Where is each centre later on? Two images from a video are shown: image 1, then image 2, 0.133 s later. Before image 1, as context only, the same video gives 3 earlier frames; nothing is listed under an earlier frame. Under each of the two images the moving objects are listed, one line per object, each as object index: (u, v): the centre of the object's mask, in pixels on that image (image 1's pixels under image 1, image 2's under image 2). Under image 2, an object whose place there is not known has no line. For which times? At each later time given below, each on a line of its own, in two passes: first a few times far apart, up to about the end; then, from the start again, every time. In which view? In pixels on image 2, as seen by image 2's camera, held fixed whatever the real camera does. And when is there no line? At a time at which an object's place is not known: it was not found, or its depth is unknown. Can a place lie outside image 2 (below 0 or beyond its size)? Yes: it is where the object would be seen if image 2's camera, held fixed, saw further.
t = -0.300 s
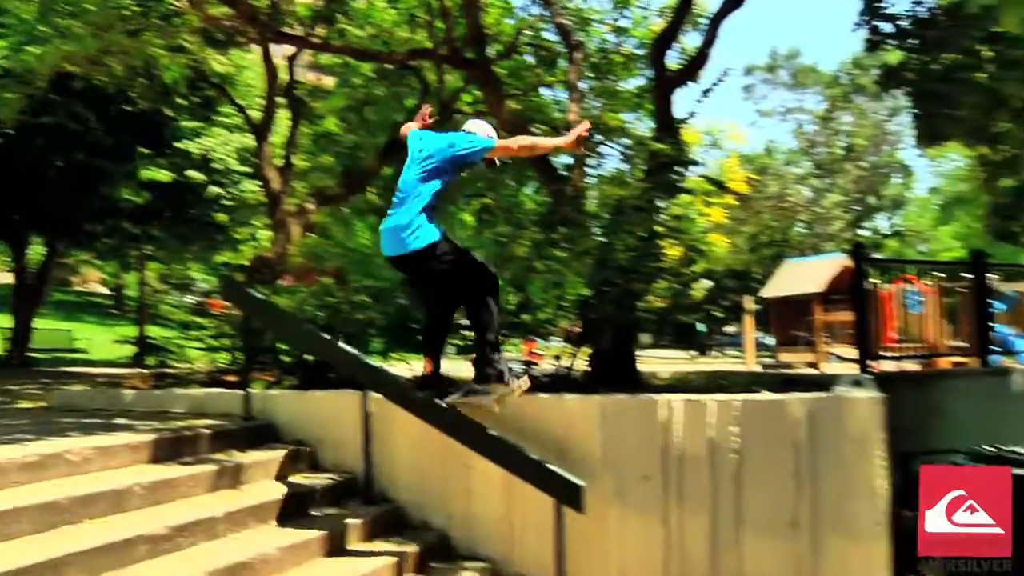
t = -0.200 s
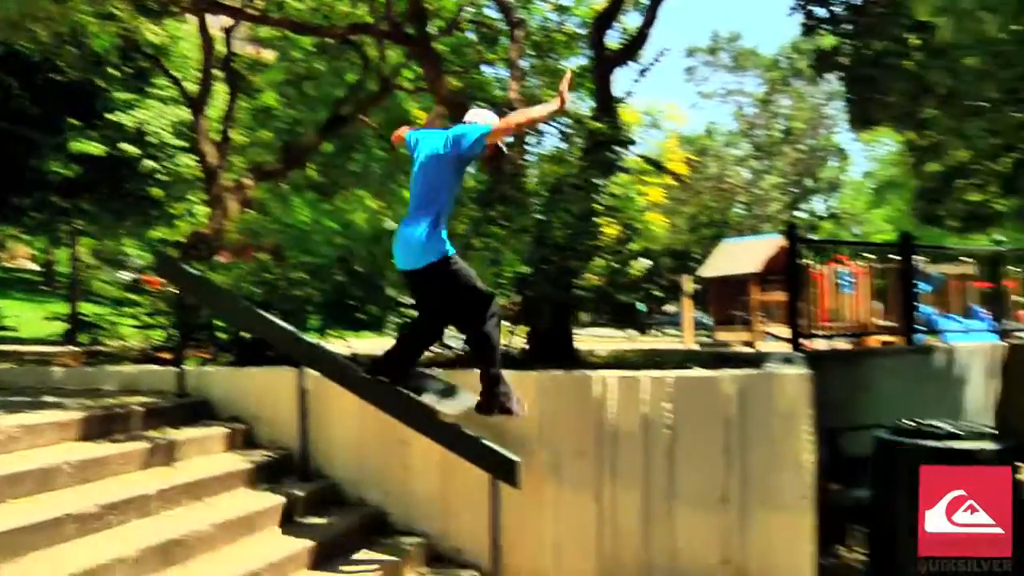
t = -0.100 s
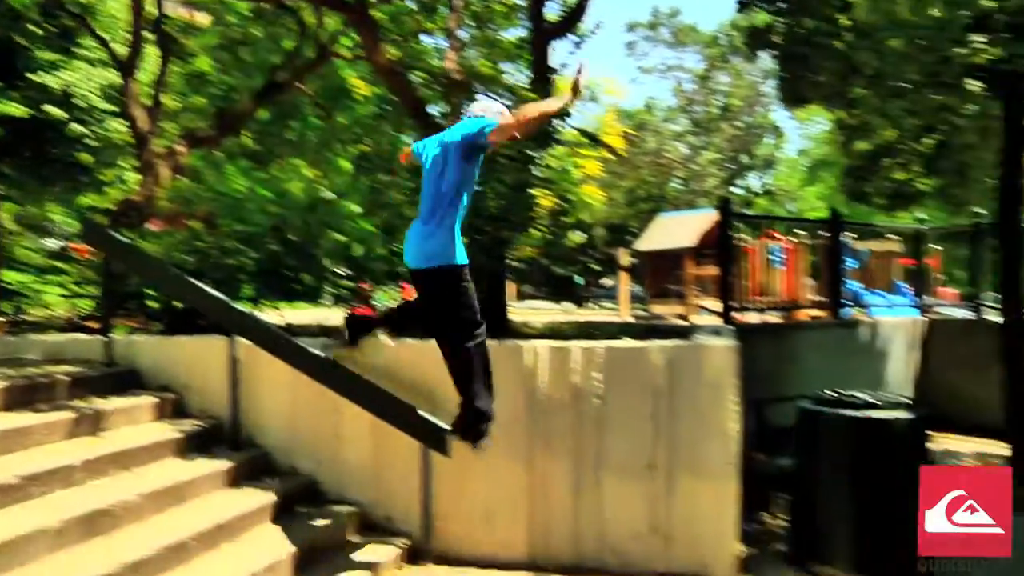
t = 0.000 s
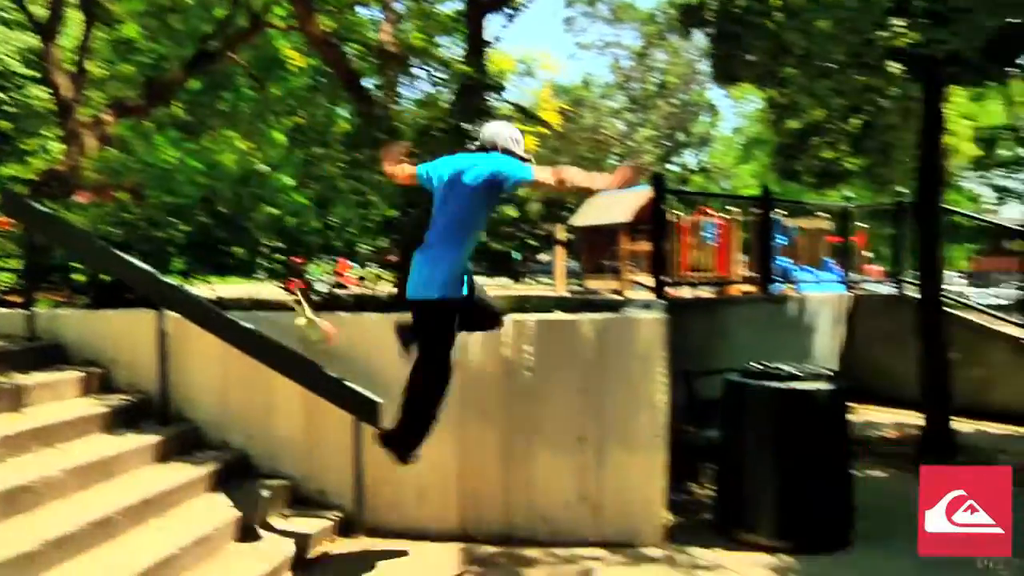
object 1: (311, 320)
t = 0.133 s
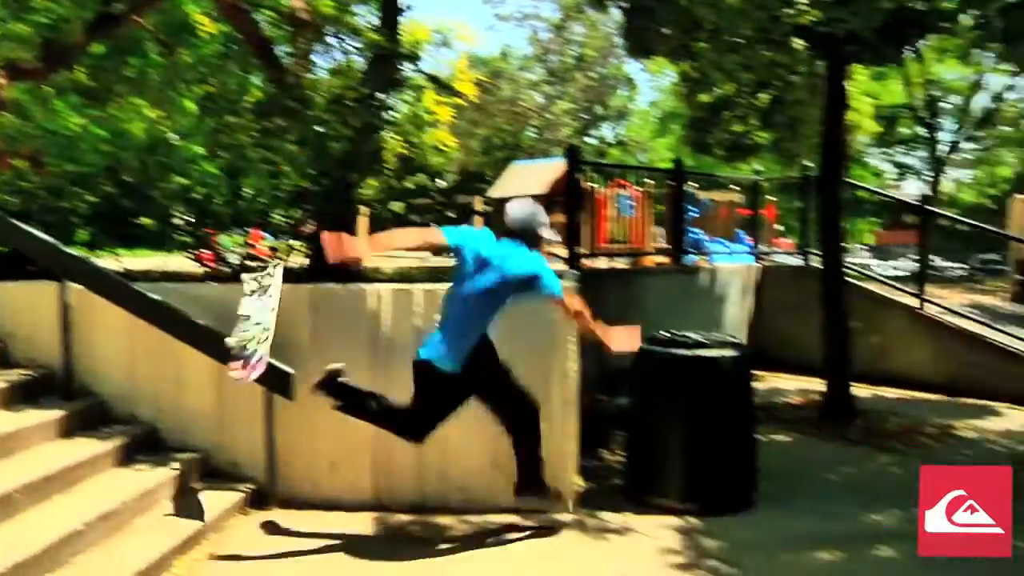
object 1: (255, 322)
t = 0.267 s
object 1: (292, 370)
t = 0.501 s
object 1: (370, 535)
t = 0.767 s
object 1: (394, 564)
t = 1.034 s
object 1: (392, 570)
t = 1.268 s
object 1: (392, 571)
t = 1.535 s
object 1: (399, 575)
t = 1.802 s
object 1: (400, 576)
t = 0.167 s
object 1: (263, 332)
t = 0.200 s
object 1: (271, 344)
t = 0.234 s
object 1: (282, 356)
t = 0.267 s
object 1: (292, 370)
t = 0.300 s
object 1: (304, 385)
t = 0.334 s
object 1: (312, 416)
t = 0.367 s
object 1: (318, 442)
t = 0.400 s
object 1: (333, 469)
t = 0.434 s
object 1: (348, 502)
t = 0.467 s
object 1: (365, 524)
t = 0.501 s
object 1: (370, 535)
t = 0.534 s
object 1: (373, 538)
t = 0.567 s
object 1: (375, 540)
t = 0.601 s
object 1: (378, 539)
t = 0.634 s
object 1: (390, 553)
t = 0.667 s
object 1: (390, 562)
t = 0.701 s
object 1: (393, 568)
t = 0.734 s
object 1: (394, 567)
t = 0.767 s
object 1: (394, 564)
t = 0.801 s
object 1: (393, 564)
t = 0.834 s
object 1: (392, 566)
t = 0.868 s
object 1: (392, 569)
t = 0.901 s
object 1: (392, 569)
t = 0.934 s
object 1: (393, 568)
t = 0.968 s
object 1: (393, 569)
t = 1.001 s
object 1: (392, 570)
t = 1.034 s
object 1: (392, 570)
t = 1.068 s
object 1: (394, 570)
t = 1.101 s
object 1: (393, 570)
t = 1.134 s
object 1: (393, 571)
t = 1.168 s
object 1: (393, 571)
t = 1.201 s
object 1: (392, 571)
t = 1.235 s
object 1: (392, 571)
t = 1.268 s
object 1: (392, 571)
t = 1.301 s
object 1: (393, 571)
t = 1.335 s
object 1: (393, 572)
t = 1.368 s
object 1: (394, 573)
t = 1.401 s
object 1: (395, 574)
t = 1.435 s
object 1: (396, 574)
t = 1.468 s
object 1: (397, 574)
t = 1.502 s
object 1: (398, 575)
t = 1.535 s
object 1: (399, 575)
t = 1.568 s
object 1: (400, 576)
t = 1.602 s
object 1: (401, 576)
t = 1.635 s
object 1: (401, 577)
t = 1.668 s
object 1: (401, 577)
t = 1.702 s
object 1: (401, 577)
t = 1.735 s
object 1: (401, 577)
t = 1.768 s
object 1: (401, 576)
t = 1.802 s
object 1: (400, 576)
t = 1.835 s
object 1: (399, 575)
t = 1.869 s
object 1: (397, 575)
